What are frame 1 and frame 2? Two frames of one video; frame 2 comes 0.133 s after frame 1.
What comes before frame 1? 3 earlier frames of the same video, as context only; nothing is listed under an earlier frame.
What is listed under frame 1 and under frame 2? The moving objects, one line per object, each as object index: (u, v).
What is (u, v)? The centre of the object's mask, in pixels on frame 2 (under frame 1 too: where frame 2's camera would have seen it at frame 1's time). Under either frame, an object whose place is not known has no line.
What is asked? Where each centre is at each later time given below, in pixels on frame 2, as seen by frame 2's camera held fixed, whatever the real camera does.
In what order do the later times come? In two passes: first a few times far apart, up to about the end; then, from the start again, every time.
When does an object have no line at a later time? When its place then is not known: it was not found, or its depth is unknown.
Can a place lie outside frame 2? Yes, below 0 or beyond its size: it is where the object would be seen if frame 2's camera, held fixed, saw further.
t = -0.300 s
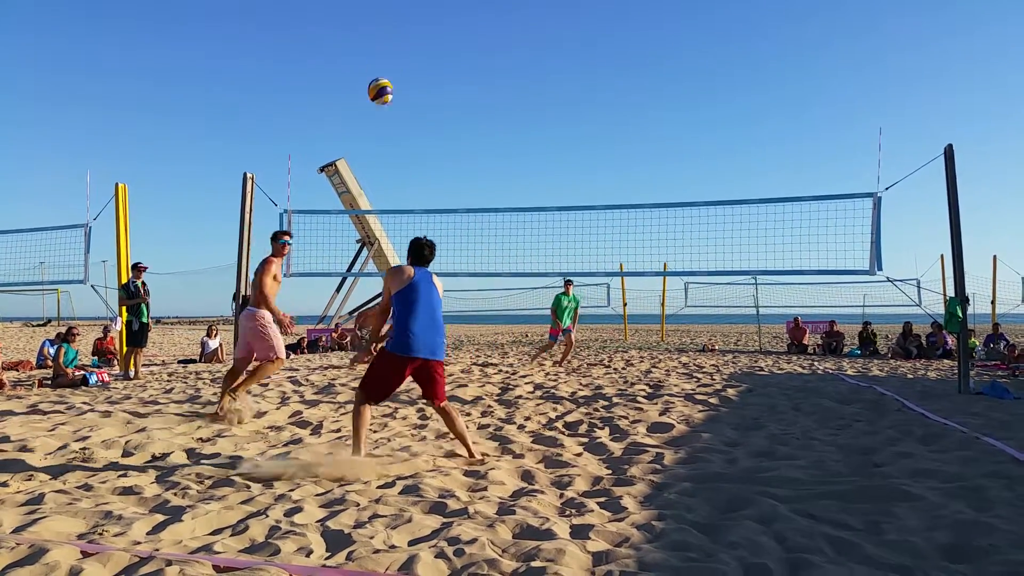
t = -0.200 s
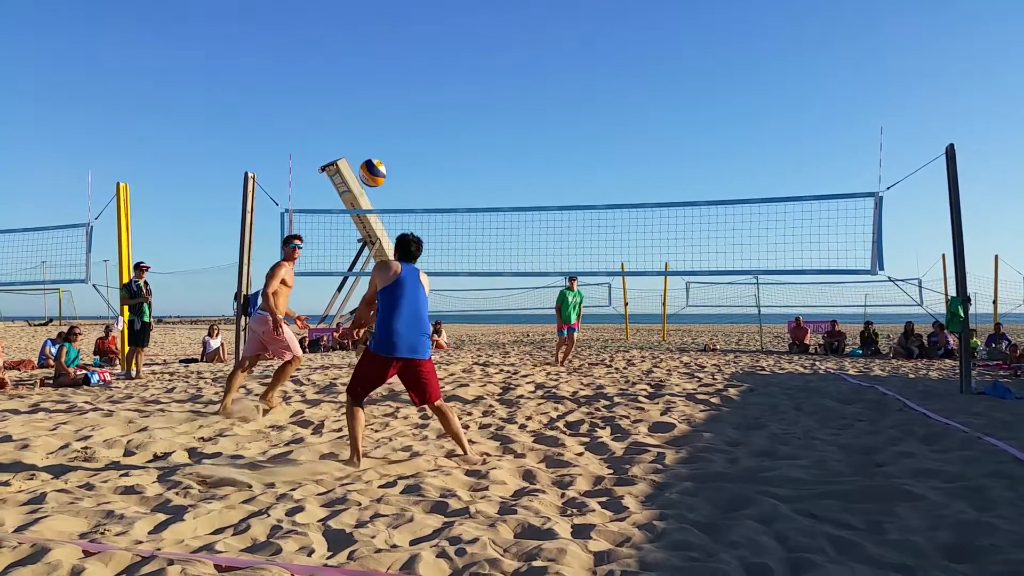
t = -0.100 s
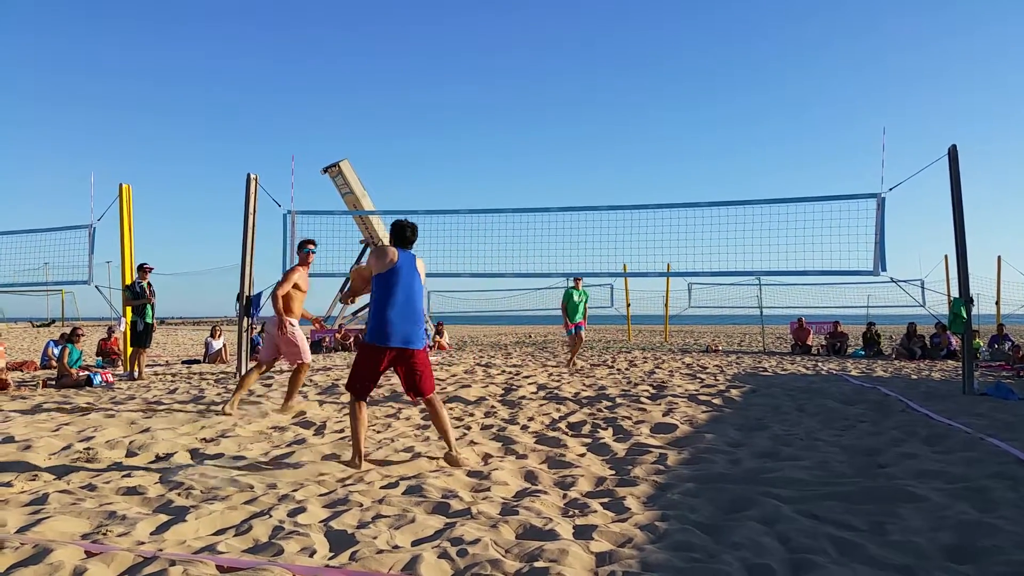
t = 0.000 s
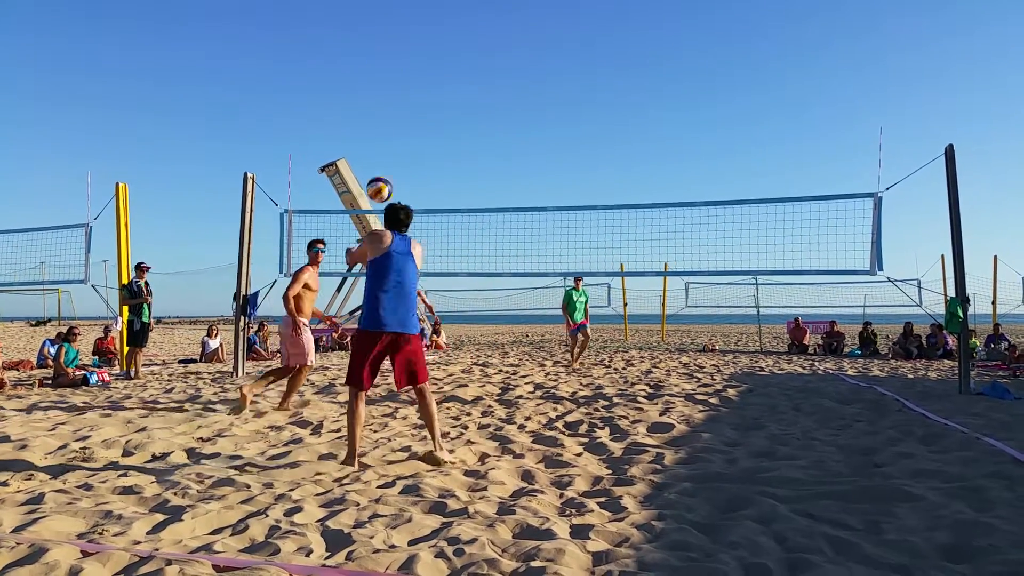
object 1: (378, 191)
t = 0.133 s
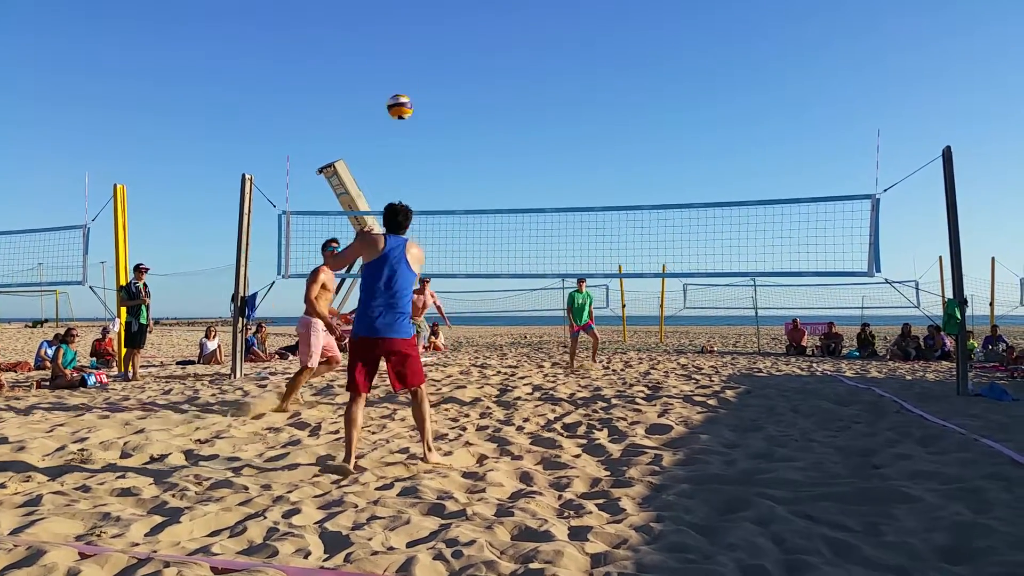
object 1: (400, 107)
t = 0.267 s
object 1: (418, 49)
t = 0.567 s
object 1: (449, 7)
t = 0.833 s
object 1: (469, 49)
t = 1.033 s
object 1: (476, 116)
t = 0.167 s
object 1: (405, 90)
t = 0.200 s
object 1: (410, 75)
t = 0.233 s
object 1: (414, 62)
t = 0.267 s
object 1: (418, 49)
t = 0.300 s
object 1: (423, 39)
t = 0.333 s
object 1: (426, 30)
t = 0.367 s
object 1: (429, 23)
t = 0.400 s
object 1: (433, 18)
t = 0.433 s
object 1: (437, 13)
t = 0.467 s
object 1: (441, 9)
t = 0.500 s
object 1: (444, 8)
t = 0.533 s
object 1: (447, 6)
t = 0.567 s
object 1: (449, 7)
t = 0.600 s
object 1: (452, 9)
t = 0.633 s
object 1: (455, 13)
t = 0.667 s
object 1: (457, 16)
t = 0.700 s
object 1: (459, 21)
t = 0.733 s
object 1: (462, 27)
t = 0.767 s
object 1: (464, 33)
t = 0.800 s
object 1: (466, 41)
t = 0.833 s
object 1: (469, 49)
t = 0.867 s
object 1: (470, 58)
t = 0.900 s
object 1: (471, 68)
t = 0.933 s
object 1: (473, 80)
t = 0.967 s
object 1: (474, 91)
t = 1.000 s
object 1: (474, 103)
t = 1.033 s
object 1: (476, 116)
